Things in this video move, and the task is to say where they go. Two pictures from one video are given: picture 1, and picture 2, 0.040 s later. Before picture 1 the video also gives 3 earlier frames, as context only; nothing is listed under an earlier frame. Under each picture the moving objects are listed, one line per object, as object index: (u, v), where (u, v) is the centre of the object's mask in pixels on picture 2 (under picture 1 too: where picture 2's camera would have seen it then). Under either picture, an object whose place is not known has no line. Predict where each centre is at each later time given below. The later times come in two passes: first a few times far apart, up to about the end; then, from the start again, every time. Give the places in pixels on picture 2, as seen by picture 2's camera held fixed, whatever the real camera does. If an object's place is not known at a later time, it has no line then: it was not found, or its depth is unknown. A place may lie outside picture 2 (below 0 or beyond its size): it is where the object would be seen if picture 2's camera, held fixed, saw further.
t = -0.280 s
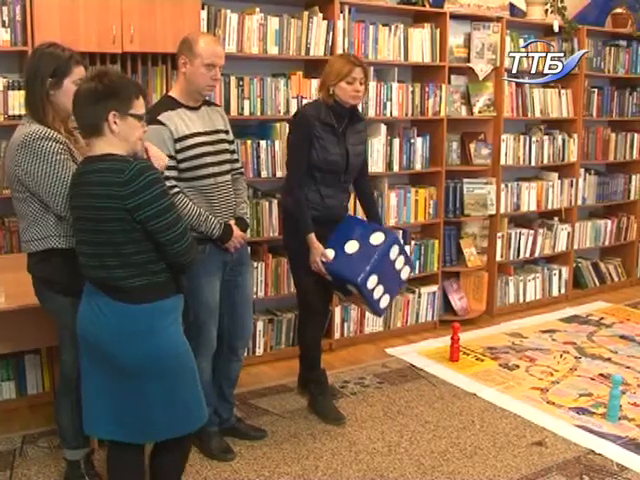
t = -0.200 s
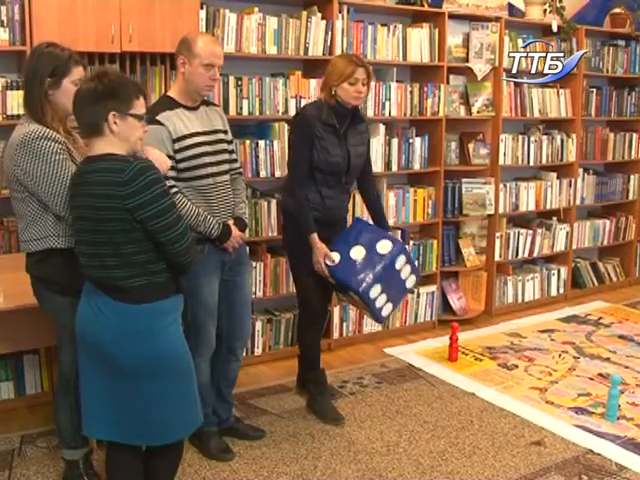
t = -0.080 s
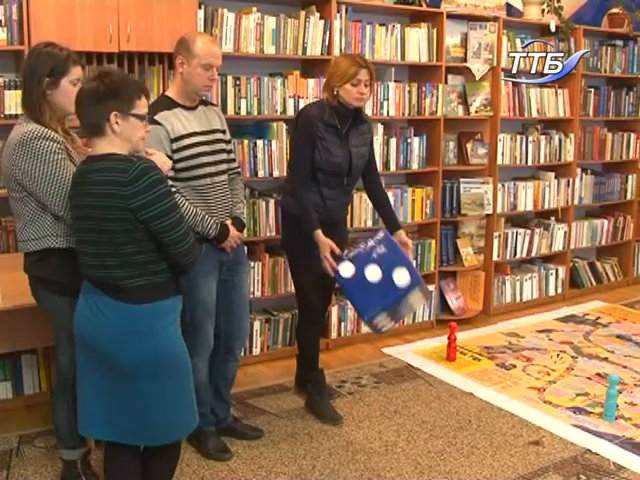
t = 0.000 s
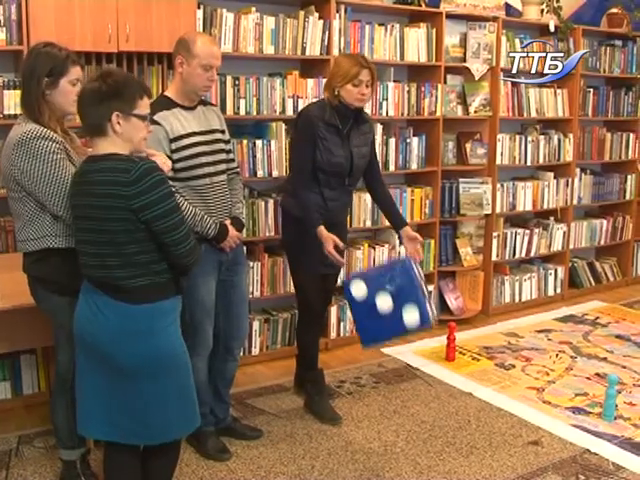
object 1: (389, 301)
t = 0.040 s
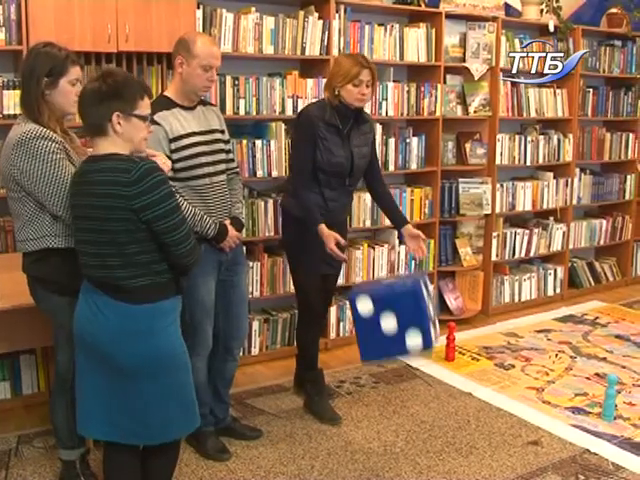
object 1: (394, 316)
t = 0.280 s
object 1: (422, 419)
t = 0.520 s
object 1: (434, 423)
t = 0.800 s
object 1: (434, 445)
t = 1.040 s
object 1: (405, 449)
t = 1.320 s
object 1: (402, 450)
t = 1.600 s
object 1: (402, 450)
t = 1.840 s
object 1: (402, 450)
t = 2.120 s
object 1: (402, 450)
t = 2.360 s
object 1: (402, 450)
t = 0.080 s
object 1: (399, 335)
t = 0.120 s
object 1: (404, 356)
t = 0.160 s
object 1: (409, 380)
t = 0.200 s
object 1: (415, 409)
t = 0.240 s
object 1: (421, 428)
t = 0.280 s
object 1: (422, 419)
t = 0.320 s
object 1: (425, 411)
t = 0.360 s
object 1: (427, 406)
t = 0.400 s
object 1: (429, 405)
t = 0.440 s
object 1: (431, 408)
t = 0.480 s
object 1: (433, 414)
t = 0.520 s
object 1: (434, 423)
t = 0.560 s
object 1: (435, 432)
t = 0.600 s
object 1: (436, 433)
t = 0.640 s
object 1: (436, 435)
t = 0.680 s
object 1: (435, 439)
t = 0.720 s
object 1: (435, 443)
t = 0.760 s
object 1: (435, 445)
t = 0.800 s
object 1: (434, 445)
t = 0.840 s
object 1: (431, 445)
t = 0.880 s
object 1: (427, 446)
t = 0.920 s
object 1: (422, 448)
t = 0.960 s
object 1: (415, 450)
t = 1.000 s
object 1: (410, 449)
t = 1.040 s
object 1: (405, 449)
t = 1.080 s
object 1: (400, 450)
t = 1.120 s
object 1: (400, 449)
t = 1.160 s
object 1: (399, 449)
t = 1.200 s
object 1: (400, 450)
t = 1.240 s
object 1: (402, 449)
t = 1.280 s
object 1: (403, 450)
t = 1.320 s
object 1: (402, 450)
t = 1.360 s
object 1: (402, 450)
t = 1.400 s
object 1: (402, 450)
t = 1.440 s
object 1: (402, 450)
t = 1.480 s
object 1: (402, 450)
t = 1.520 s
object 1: (402, 450)
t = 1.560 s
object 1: (402, 450)
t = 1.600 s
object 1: (402, 450)
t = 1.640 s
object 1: (402, 450)
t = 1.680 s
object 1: (403, 450)
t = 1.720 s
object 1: (402, 450)
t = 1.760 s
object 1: (402, 450)
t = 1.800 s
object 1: (402, 450)
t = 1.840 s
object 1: (402, 450)
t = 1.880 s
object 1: (402, 450)
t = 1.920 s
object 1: (402, 450)
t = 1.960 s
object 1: (402, 450)
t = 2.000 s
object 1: (402, 450)
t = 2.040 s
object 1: (402, 450)
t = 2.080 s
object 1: (402, 450)
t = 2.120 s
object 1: (402, 450)
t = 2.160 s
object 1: (402, 450)
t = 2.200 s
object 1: (402, 450)
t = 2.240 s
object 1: (402, 450)
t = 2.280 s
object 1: (402, 450)
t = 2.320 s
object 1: (402, 450)
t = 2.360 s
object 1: (402, 450)
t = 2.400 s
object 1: (402, 450)
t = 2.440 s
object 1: (402, 450)
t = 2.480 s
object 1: (402, 450)
